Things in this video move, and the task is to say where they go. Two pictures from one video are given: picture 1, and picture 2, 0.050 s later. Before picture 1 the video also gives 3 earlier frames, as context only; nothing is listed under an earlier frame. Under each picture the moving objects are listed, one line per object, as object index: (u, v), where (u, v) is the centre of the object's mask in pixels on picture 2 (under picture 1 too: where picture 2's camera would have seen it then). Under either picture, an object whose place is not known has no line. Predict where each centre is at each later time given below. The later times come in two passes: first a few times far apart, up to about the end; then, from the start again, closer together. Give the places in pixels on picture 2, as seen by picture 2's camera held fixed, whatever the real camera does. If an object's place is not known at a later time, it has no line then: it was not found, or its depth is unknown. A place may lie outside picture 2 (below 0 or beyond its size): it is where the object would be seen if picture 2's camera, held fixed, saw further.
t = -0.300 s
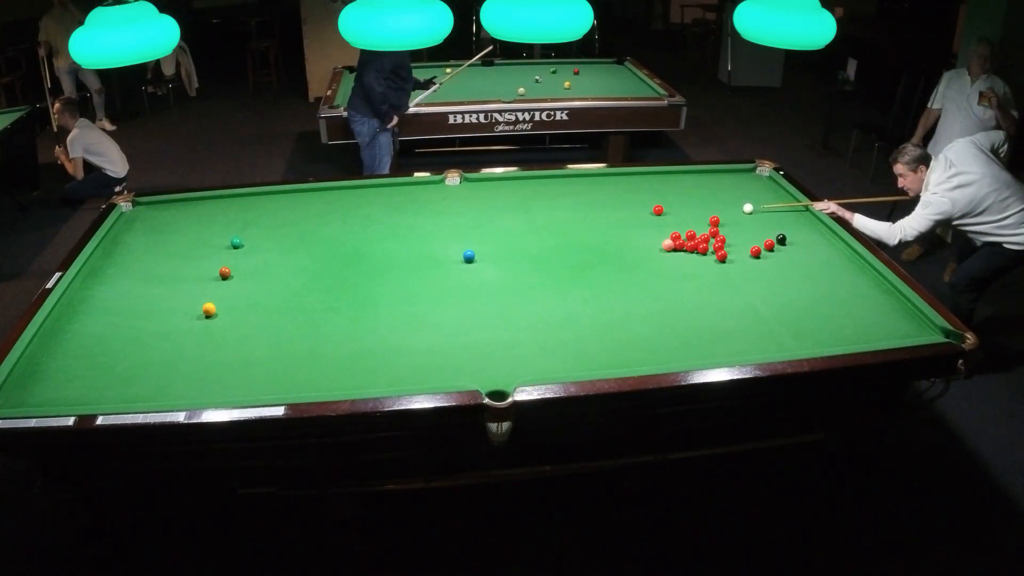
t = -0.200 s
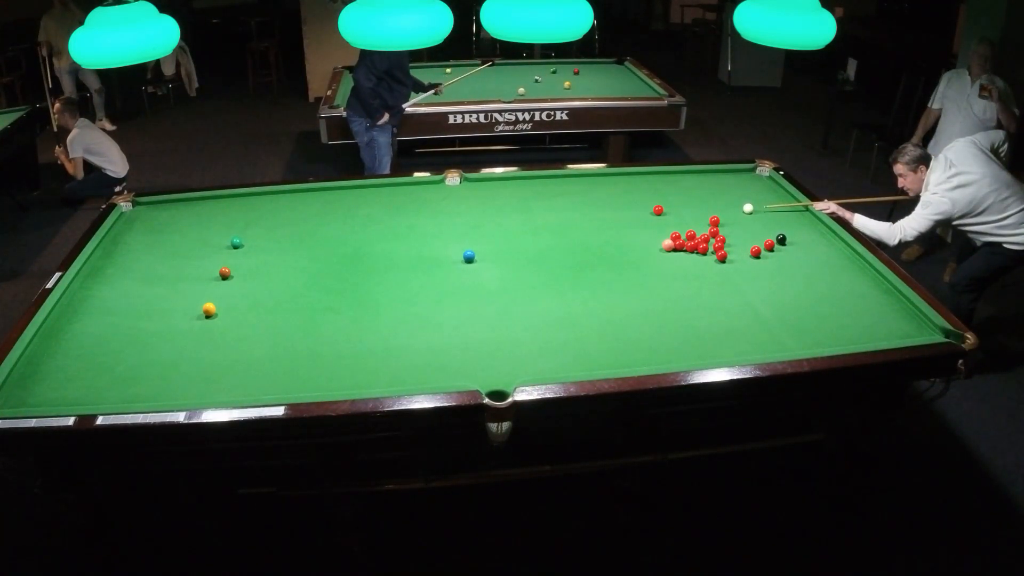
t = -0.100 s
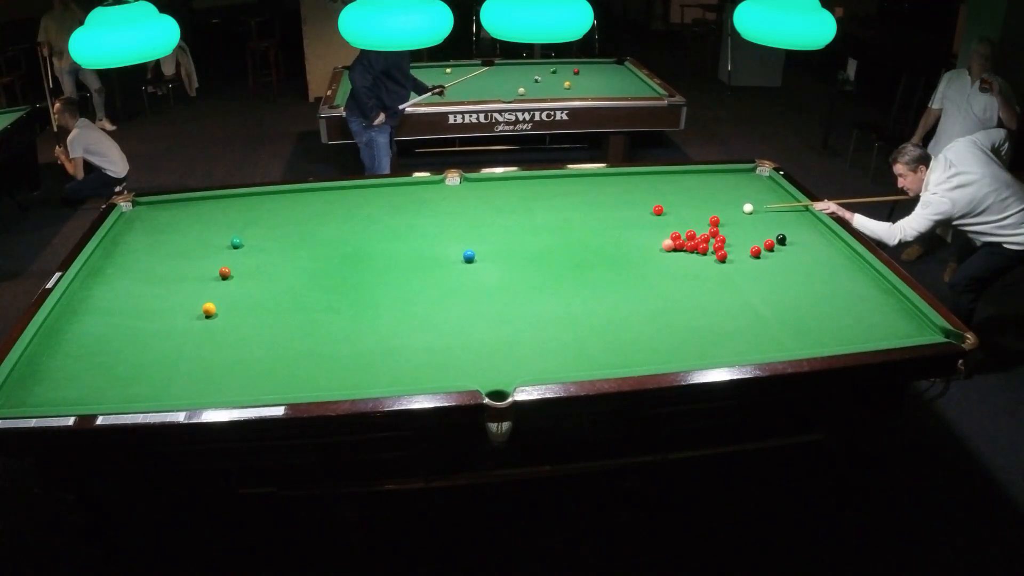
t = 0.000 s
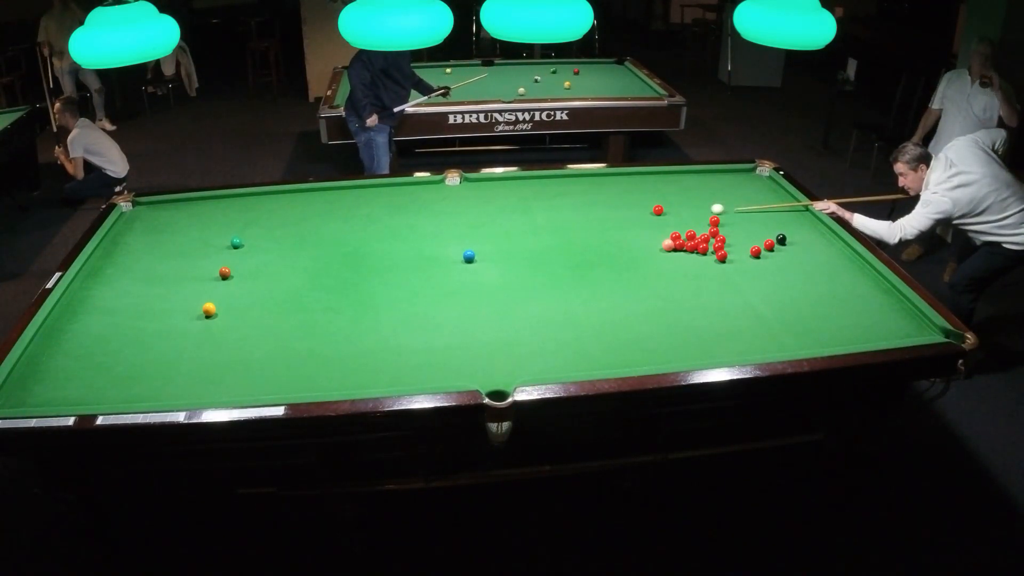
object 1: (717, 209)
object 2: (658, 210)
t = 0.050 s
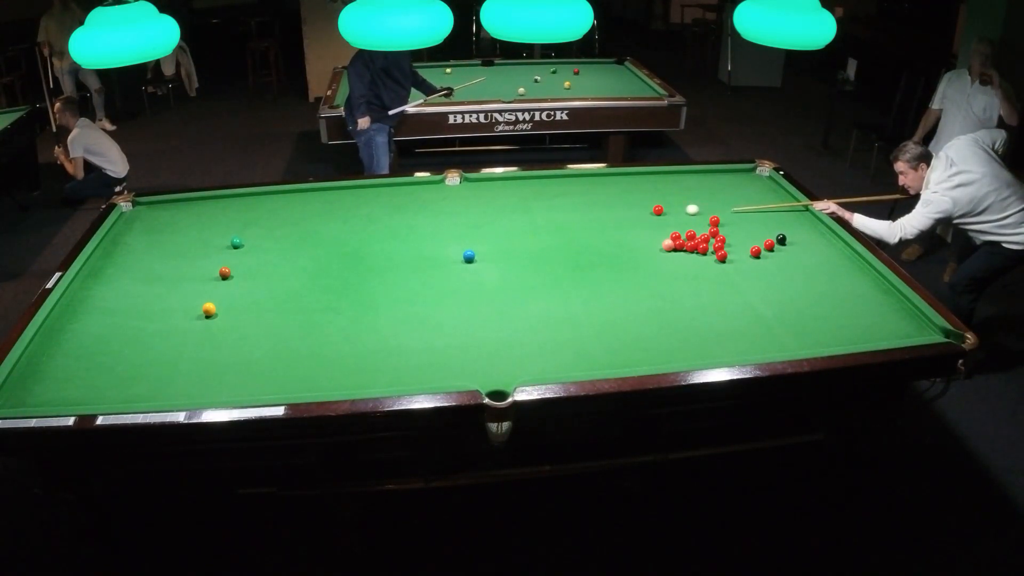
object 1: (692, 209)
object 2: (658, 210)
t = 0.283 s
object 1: (660, 215)
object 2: (589, 207)
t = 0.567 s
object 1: (634, 222)
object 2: (499, 205)
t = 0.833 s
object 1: (609, 229)
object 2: (418, 204)
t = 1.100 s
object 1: (585, 235)
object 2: (341, 202)
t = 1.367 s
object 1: (560, 242)
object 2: (269, 202)
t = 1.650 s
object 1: (535, 249)
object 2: (199, 202)
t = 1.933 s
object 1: (511, 256)
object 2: (137, 205)
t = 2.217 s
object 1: (487, 262)
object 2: (127, 211)
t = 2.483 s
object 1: (466, 268)
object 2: (121, 220)
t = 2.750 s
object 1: (446, 273)
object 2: (117, 229)
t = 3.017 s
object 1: (427, 279)
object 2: (113, 238)
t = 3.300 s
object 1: (409, 284)
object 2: (108, 247)
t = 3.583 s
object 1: (392, 289)
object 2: (105, 256)
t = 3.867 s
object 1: (377, 293)
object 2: (101, 264)
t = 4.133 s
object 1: (365, 296)
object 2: (98, 272)
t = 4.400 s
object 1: (354, 300)
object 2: (96, 279)
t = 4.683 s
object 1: (345, 302)
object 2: (94, 285)
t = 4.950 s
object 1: (338, 304)
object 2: (92, 290)
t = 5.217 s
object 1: (333, 306)
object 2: (90, 295)
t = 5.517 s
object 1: (330, 307)
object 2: (89, 300)
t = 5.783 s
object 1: (330, 307)
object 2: (88, 303)
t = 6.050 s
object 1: (330, 307)
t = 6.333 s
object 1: (330, 307)
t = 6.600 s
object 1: (330, 307)
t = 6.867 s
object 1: (330, 307)
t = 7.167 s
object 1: (330, 307)
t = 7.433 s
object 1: (330, 307)
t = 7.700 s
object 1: (330, 307)
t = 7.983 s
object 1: (330, 307)
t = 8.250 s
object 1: (330, 307)
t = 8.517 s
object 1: (330, 307)
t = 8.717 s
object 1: (330, 307)
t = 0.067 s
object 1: (684, 210)
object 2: (658, 210)
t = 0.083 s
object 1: (676, 210)
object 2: (658, 210)
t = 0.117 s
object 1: (668, 211)
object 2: (650, 209)
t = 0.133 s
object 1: (668, 211)
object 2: (643, 209)
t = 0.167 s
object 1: (667, 212)
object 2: (629, 209)
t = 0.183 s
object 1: (667, 213)
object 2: (622, 208)
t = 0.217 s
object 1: (665, 213)
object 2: (612, 208)
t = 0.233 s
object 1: (664, 214)
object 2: (606, 208)
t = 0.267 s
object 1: (661, 215)
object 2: (594, 208)
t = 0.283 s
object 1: (660, 215)
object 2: (589, 207)
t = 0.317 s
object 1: (657, 216)
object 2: (578, 207)
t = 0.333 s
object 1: (655, 216)
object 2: (573, 207)
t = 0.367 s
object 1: (652, 217)
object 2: (562, 207)
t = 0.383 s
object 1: (651, 218)
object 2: (557, 207)
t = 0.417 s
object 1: (647, 219)
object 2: (546, 206)
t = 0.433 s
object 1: (646, 219)
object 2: (541, 206)
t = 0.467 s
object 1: (643, 220)
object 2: (530, 206)
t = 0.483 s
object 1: (641, 220)
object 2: (525, 206)
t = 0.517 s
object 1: (638, 221)
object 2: (515, 206)
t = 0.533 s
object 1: (637, 221)
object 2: (510, 205)
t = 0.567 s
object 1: (634, 222)
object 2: (499, 205)
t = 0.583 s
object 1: (632, 222)
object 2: (494, 205)
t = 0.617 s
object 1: (629, 223)
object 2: (484, 205)
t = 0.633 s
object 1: (627, 224)
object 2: (479, 205)
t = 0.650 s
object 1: (626, 224)
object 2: (474, 205)
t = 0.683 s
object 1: (623, 225)
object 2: (463, 204)
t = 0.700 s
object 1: (622, 225)
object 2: (458, 204)
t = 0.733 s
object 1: (618, 226)
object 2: (448, 204)
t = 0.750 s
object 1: (617, 227)
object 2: (443, 204)
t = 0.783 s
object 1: (614, 228)
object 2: (433, 204)
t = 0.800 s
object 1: (612, 228)
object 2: (428, 204)
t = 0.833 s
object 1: (609, 229)
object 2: (418, 204)
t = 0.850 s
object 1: (608, 229)
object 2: (413, 203)
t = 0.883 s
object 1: (605, 230)
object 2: (403, 203)
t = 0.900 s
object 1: (603, 231)
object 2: (398, 203)
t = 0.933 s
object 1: (600, 231)
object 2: (388, 203)
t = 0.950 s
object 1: (599, 232)
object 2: (384, 203)
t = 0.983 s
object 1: (595, 233)
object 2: (374, 203)
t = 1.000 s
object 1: (594, 233)
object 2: (369, 203)
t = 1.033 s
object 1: (591, 234)
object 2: (360, 202)
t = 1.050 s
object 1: (589, 234)
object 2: (355, 203)
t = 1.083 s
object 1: (586, 235)
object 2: (345, 203)
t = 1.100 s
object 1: (585, 235)
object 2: (341, 202)
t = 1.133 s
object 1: (582, 236)
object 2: (332, 202)
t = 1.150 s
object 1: (580, 237)
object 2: (327, 202)
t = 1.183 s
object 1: (577, 238)
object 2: (318, 202)
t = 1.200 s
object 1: (576, 238)
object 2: (313, 202)
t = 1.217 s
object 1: (574, 239)
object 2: (309, 202)
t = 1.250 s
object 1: (571, 239)
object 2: (300, 202)
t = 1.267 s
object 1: (570, 240)
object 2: (295, 202)
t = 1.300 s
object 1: (567, 241)
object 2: (286, 202)
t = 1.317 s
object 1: (565, 241)
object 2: (282, 202)
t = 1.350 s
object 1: (562, 242)
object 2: (273, 202)
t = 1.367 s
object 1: (560, 242)
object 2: (269, 202)
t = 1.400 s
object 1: (558, 243)
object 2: (260, 202)
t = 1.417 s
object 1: (556, 244)
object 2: (256, 202)
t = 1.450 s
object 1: (553, 244)
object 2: (248, 202)
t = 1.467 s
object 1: (552, 244)
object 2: (244, 202)
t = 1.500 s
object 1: (549, 245)
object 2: (235, 202)
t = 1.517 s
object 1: (547, 246)
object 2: (231, 202)
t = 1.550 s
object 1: (544, 246)
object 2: (223, 202)
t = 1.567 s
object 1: (542, 247)
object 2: (219, 202)
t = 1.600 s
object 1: (540, 248)
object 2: (211, 202)
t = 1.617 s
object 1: (538, 248)
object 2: (207, 202)
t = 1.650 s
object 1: (535, 249)
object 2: (199, 202)
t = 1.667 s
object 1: (534, 250)
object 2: (195, 202)
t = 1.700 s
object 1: (531, 250)
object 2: (187, 202)
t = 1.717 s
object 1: (529, 251)
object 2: (184, 202)
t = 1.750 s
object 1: (527, 251)
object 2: (176, 202)
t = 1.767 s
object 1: (525, 252)
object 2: (172, 202)
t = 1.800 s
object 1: (522, 253)
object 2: (165, 202)
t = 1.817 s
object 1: (521, 253)
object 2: (161, 202)
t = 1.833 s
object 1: (519, 254)
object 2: (157, 202)
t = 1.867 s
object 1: (516, 254)
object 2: (150, 203)
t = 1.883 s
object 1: (515, 255)
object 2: (147, 204)
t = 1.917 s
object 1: (512, 256)
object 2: (140, 205)
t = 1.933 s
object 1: (511, 256)
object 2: (137, 205)
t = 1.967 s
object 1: (508, 257)
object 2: (130, 206)
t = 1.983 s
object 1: (507, 257)
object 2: (128, 206)
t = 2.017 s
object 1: (504, 257)
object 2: (132, 205)
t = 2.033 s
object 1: (502, 258)
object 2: (134, 204)
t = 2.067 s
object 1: (499, 259)
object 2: (134, 204)
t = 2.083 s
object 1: (498, 259)
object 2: (133, 205)
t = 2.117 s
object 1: (495, 260)
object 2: (132, 206)
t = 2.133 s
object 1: (494, 261)
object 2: (131, 207)
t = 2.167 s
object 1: (491, 261)
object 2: (129, 208)
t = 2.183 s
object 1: (490, 262)
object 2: (128, 210)
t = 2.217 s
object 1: (487, 262)
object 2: (127, 211)
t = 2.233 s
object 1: (486, 262)
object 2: (126, 211)
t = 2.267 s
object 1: (483, 263)
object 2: (124, 213)
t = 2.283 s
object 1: (482, 264)
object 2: (124, 213)
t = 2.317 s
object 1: (479, 265)
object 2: (123, 215)
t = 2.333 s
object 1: (478, 265)
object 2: (123, 215)
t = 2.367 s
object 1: (475, 266)
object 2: (123, 216)
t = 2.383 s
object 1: (474, 266)
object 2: (122, 217)
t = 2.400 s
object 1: (472, 266)
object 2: (122, 217)
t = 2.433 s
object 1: (470, 267)
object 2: (121, 218)
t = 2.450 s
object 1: (468, 267)
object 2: (121, 219)
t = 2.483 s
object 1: (466, 268)
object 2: (121, 220)
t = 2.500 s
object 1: (464, 268)
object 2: (121, 221)
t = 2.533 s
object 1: (462, 269)
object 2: (120, 222)
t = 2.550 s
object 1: (461, 269)
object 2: (119, 223)
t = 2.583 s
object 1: (458, 270)
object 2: (119, 224)
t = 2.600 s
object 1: (457, 270)
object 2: (119, 224)
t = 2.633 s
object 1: (454, 271)
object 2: (118, 226)
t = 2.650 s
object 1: (453, 271)
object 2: (118, 226)
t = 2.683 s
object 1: (451, 272)
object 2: (118, 227)
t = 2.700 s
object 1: (450, 272)
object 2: (117, 228)
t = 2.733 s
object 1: (447, 273)
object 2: (117, 229)
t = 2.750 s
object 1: (446, 273)
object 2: (117, 229)
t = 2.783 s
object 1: (443, 274)
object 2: (116, 231)
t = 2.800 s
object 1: (442, 274)
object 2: (115, 231)
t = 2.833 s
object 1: (440, 275)
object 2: (115, 232)
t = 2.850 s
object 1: (439, 275)
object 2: (115, 232)
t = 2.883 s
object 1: (436, 276)
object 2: (115, 233)
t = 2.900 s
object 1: (435, 276)
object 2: (114, 234)
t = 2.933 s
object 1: (433, 277)
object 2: (113, 236)
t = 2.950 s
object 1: (432, 277)
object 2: (113, 236)
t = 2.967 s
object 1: (430, 278)
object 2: (113, 236)
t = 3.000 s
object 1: (428, 278)
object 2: (113, 237)
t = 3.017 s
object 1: (427, 279)
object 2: (113, 238)
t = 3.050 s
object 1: (425, 279)
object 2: (112, 239)
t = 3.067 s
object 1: (424, 280)
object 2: (112, 240)
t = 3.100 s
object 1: (422, 280)
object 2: (111, 241)
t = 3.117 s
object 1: (420, 281)
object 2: (111, 241)
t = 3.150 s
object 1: (418, 281)
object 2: (111, 242)
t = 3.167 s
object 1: (417, 281)
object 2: (110, 243)
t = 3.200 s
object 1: (415, 282)
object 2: (110, 244)
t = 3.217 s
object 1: (414, 283)
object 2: (109, 244)
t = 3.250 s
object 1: (412, 283)
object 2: (109, 246)
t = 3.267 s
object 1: (411, 283)
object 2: (109, 246)
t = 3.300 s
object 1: (409, 284)
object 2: (108, 247)
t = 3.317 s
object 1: (408, 284)
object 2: (108, 248)
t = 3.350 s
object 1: (405, 285)
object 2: (108, 249)
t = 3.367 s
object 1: (404, 285)
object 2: (108, 249)
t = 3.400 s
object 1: (403, 286)
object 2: (107, 250)
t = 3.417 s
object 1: (402, 286)
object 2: (107, 251)
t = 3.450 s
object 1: (400, 287)
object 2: (106, 252)
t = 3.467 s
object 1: (399, 287)
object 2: (106, 253)
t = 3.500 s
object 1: (397, 287)
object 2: (106, 254)
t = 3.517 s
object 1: (396, 288)
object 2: (106, 254)
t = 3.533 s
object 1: (395, 288)
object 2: (105, 254)
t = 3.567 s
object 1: (393, 289)
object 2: (105, 255)
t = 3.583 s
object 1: (392, 289)
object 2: (105, 256)
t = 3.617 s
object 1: (390, 289)
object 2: (105, 257)
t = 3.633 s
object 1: (389, 290)
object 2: (104, 257)
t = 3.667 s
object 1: (387, 290)
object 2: (104, 258)
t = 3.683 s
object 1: (387, 290)
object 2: (104, 259)
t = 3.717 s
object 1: (385, 291)
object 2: (103, 260)
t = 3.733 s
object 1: (384, 291)
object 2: (103, 260)
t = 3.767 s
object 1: (382, 292)
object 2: (103, 261)
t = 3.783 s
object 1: (381, 292)
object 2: (102, 262)
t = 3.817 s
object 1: (380, 292)
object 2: (102, 263)
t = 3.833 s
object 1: (379, 293)
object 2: (102, 263)
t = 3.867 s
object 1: (377, 293)
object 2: (101, 264)
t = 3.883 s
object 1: (376, 293)
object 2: (101, 265)
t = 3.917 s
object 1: (374, 294)
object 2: (101, 266)
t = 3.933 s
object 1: (374, 294)
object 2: (100, 266)
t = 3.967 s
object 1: (372, 295)
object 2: (100, 267)
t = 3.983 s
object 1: (371, 295)
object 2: (100, 268)
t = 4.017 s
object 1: (370, 295)
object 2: (100, 269)
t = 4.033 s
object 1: (369, 296)
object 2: (100, 269)
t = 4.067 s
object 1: (367, 296)
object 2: (99, 270)
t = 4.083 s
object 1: (367, 296)
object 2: (99, 271)
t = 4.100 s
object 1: (366, 296)
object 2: (99, 271)
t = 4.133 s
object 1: (365, 296)
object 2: (98, 272)
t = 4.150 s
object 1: (364, 297)
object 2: (98, 272)
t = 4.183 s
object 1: (362, 297)
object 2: (98, 273)
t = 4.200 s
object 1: (362, 297)
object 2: (98, 273)
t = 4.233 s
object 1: (360, 298)
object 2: (98, 274)
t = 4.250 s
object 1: (360, 298)
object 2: (97, 275)
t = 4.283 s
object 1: (358, 299)
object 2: (97, 276)
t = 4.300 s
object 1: (358, 299)
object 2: (97, 276)
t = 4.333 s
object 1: (356, 299)
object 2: (97, 277)
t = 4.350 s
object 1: (356, 299)
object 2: (96, 277)
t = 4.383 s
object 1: (354, 300)
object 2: (96, 278)
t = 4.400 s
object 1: (354, 300)
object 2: (96, 279)
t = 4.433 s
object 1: (353, 300)
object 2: (96, 279)
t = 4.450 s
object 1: (352, 300)
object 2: (96, 280)
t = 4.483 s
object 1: (351, 301)
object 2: (95, 281)
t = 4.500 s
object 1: (350, 301)
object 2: (95, 281)
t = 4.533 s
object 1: (349, 301)
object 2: (95, 282)
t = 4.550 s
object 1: (349, 301)
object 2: (95, 282)
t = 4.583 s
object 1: (348, 302)
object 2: (94, 283)
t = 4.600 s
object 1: (347, 302)
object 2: (94, 283)
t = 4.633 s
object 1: (346, 302)
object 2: (94, 284)
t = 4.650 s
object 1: (346, 302)
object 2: (94, 284)
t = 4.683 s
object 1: (345, 302)
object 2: (94, 285)
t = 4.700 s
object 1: (344, 302)
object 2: (94, 285)
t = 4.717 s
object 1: (344, 302)
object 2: (93, 286)
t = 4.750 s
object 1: (343, 303)
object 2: (93, 287)
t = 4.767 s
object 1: (343, 303)
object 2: (93, 287)
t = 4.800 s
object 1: (341, 303)
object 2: (93, 287)
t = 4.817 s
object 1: (341, 303)
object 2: (93, 288)
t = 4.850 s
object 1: (340, 304)
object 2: (93, 289)
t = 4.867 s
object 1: (340, 304)
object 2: (93, 289)
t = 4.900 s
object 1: (339, 304)
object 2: (92, 289)
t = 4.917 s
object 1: (339, 304)
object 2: (92, 290)
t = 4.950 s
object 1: (338, 304)
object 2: (92, 290)
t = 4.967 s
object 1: (338, 304)
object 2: (92, 291)
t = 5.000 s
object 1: (337, 305)
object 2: (92, 291)
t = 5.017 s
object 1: (337, 305)
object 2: (91, 291)
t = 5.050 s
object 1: (336, 305)
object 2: (91, 292)
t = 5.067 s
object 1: (336, 305)
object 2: (91, 292)
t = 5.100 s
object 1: (335, 305)
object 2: (91, 293)
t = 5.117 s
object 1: (335, 305)
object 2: (91, 293)
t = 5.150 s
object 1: (334, 305)
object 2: (91, 294)
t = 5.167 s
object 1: (334, 306)
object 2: (91, 295)
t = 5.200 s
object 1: (334, 306)
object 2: (90, 295)
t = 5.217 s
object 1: (333, 306)
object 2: (90, 295)
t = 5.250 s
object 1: (333, 306)
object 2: (90, 296)
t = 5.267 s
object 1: (333, 306)
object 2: (90, 296)
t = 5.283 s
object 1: (332, 306)
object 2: (90, 296)
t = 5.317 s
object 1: (332, 306)
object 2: (90, 297)
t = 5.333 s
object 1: (332, 306)
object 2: (90, 297)
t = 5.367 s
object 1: (332, 306)
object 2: (90, 298)
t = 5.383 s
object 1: (331, 307)
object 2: (90, 298)
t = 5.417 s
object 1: (331, 306)
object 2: (89, 298)
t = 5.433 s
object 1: (331, 307)
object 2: (89, 299)
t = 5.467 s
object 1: (331, 307)
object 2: (89, 299)
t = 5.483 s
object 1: (331, 307)
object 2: (89, 299)
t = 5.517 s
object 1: (330, 307)
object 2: (89, 300)
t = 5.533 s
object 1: (330, 307)
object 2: (89, 300)
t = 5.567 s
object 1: (330, 307)
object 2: (89, 300)
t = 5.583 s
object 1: (330, 307)
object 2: (89, 301)
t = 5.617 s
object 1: (330, 307)
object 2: (88, 301)
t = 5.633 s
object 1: (330, 307)
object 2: (88, 301)
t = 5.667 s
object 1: (330, 307)
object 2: (88, 302)
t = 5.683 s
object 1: (330, 307)
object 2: (88, 302)
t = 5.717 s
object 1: (330, 307)
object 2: (88, 302)
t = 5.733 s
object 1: (330, 307)
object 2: (88, 303)
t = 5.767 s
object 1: (330, 307)
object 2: (88, 303)
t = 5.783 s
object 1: (330, 307)
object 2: (88, 303)
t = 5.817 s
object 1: (330, 307)
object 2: (88, 303)
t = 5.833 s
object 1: (330, 307)
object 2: (88, 303)
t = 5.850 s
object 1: (330, 307)
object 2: (88, 303)
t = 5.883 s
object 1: (330, 307)
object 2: (88, 304)
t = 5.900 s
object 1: (330, 307)
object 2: (88, 304)
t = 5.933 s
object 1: (330, 307)
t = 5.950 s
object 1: (330, 307)
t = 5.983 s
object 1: (330, 307)
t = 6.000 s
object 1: (330, 307)
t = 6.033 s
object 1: (330, 307)
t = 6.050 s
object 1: (330, 307)
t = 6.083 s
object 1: (330, 307)
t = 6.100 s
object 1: (330, 307)
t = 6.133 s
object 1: (330, 307)
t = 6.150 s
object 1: (330, 307)
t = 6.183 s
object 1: (330, 307)
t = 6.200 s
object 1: (330, 307)
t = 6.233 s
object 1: (330, 307)
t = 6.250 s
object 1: (330, 307)
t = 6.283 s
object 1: (330, 307)
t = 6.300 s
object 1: (330, 307)
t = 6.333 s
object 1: (330, 307)
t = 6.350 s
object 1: (330, 307)
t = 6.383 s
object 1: (330, 307)
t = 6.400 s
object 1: (330, 307)
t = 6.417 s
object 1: (330, 307)
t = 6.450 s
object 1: (330, 307)
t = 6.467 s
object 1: (330, 307)
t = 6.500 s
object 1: (330, 307)
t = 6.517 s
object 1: (330, 307)
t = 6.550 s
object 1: (330, 307)
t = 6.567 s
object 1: (330, 307)
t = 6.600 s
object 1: (330, 307)
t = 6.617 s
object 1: (330, 307)
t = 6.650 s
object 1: (330, 307)
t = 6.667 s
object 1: (330, 307)
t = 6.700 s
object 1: (330, 307)
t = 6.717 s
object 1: (330, 307)
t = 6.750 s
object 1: (330, 307)
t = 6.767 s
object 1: (330, 307)
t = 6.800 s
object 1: (330, 307)
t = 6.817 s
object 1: (330, 307)
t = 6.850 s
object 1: (330, 307)
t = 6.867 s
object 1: (330, 307)
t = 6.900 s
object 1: (330, 307)
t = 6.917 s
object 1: (330, 307)
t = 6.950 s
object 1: (330, 307)
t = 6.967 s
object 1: (330, 307)
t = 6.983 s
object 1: (330, 307)
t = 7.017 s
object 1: (330, 307)
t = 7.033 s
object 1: (330, 307)
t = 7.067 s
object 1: (330, 307)
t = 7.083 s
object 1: (330, 307)
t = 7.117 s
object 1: (330, 307)
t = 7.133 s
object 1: (330, 307)
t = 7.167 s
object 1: (330, 307)
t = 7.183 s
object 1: (330, 307)
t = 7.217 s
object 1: (330, 307)
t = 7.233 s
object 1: (330, 307)
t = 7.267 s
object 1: (330, 307)
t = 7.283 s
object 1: (330, 307)
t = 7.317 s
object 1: (330, 307)
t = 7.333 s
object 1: (330, 307)
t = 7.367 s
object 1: (330, 307)
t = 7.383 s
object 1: (330, 307)
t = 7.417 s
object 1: (330, 307)
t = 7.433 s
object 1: (330, 307)
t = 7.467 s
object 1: (330, 307)
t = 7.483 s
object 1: (330, 307)
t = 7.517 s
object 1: (330, 307)
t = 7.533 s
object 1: (330, 307)
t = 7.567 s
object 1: (330, 307)
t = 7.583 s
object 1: (330, 307)
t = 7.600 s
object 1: (330, 307)
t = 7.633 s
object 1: (330, 307)
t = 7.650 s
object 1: (330, 307)
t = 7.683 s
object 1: (330, 307)
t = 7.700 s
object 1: (330, 307)
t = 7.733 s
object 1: (330, 307)
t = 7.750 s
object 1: (330, 307)
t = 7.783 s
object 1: (330, 307)
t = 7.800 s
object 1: (330, 307)
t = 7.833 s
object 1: (330, 307)
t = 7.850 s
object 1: (330, 307)
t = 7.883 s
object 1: (330, 307)
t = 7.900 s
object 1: (330, 307)
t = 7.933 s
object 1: (330, 307)
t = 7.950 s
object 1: (330, 307)
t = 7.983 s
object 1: (330, 307)
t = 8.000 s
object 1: (330, 307)
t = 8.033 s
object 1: (330, 307)
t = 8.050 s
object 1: (330, 307)
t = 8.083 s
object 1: (330, 307)
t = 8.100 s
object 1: (330, 307)
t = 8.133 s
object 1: (330, 307)
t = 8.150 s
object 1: (330, 307)
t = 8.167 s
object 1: (330, 307)
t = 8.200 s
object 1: (330, 307)
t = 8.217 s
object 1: (330, 307)
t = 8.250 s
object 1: (330, 307)
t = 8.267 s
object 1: (330, 307)
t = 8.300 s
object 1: (330, 307)
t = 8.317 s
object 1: (330, 307)
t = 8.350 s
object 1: (330, 307)
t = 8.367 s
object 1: (330, 307)
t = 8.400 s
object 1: (330, 307)
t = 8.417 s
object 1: (330, 307)
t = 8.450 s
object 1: (330, 307)
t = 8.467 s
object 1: (330, 307)
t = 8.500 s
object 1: (330, 307)
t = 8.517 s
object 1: (330, 307)
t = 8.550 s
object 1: (330, 307)
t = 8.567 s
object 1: (330, 307)
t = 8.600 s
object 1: (330, 307)
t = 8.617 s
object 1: (330, 307)
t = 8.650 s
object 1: (330, 307)
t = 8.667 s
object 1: (330, 307)
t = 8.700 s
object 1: (330, 307)
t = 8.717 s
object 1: (330, 307)
